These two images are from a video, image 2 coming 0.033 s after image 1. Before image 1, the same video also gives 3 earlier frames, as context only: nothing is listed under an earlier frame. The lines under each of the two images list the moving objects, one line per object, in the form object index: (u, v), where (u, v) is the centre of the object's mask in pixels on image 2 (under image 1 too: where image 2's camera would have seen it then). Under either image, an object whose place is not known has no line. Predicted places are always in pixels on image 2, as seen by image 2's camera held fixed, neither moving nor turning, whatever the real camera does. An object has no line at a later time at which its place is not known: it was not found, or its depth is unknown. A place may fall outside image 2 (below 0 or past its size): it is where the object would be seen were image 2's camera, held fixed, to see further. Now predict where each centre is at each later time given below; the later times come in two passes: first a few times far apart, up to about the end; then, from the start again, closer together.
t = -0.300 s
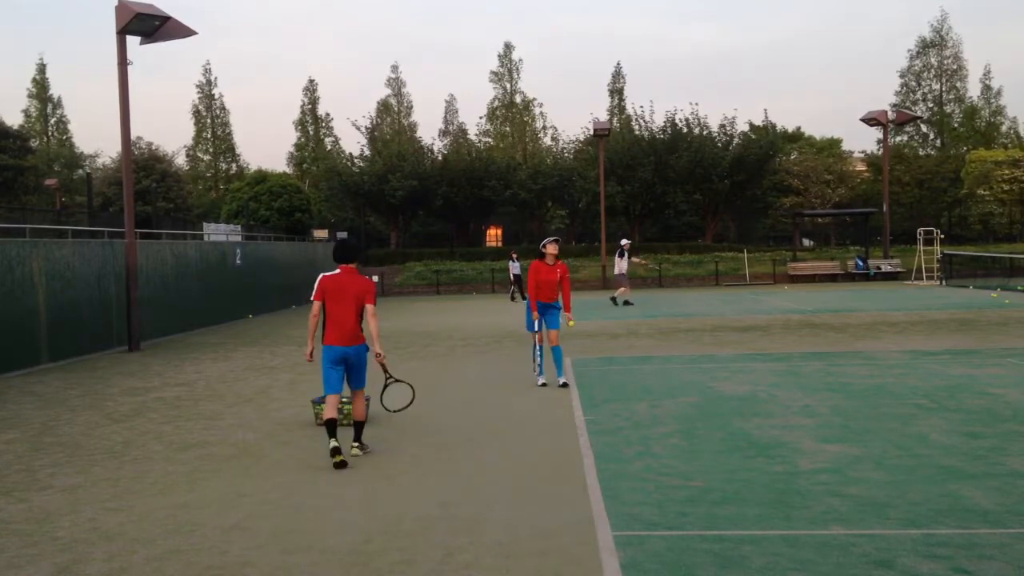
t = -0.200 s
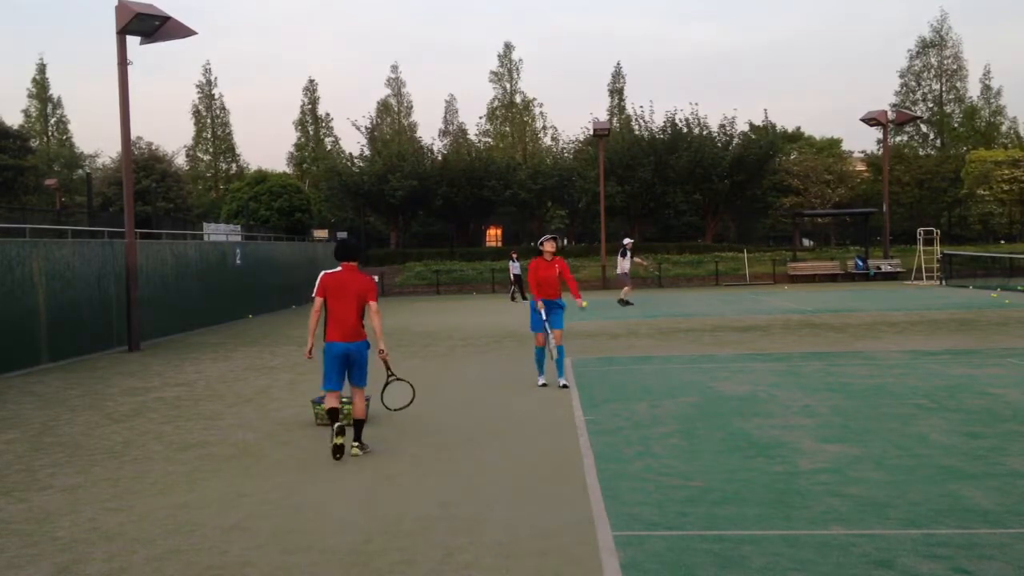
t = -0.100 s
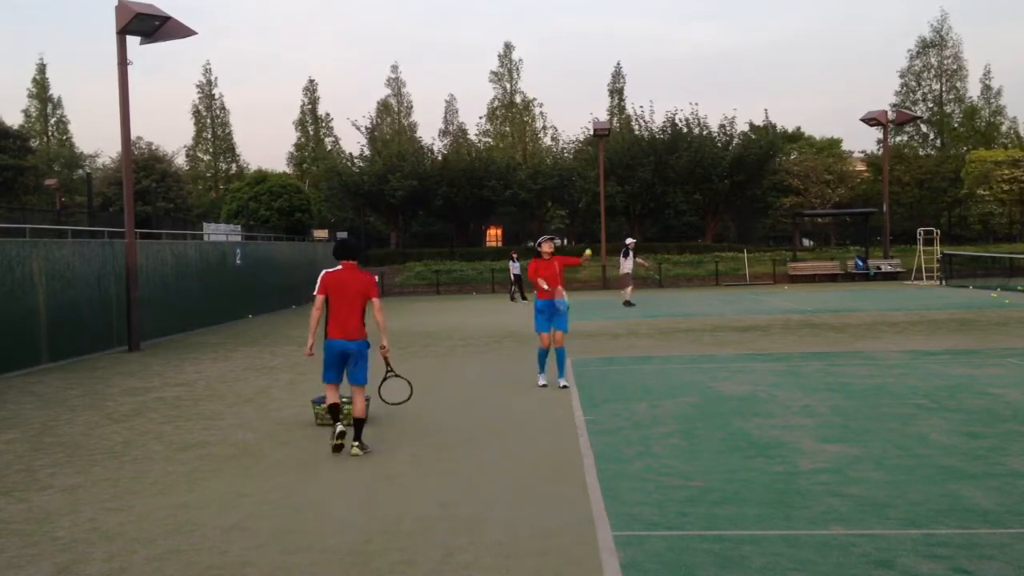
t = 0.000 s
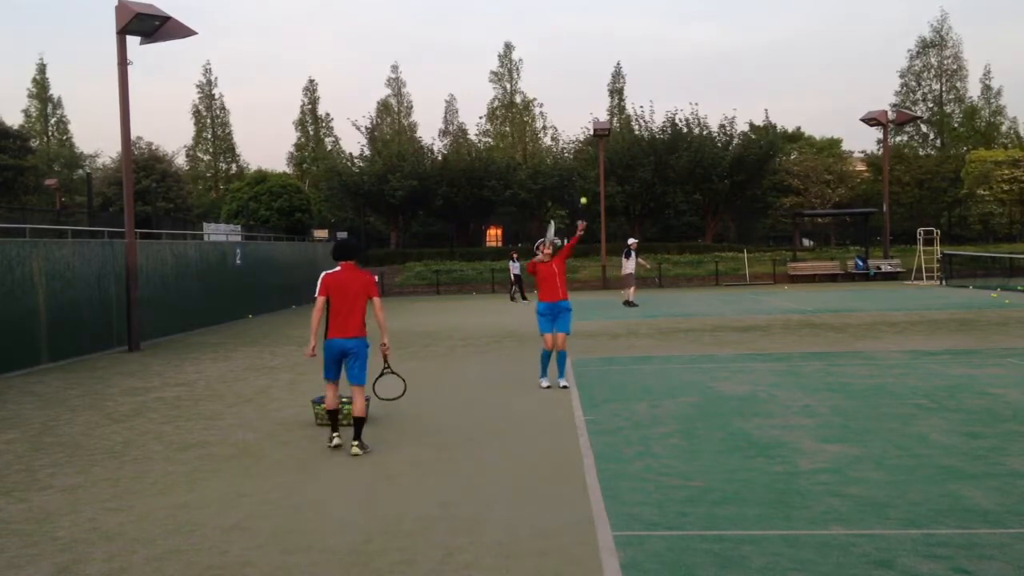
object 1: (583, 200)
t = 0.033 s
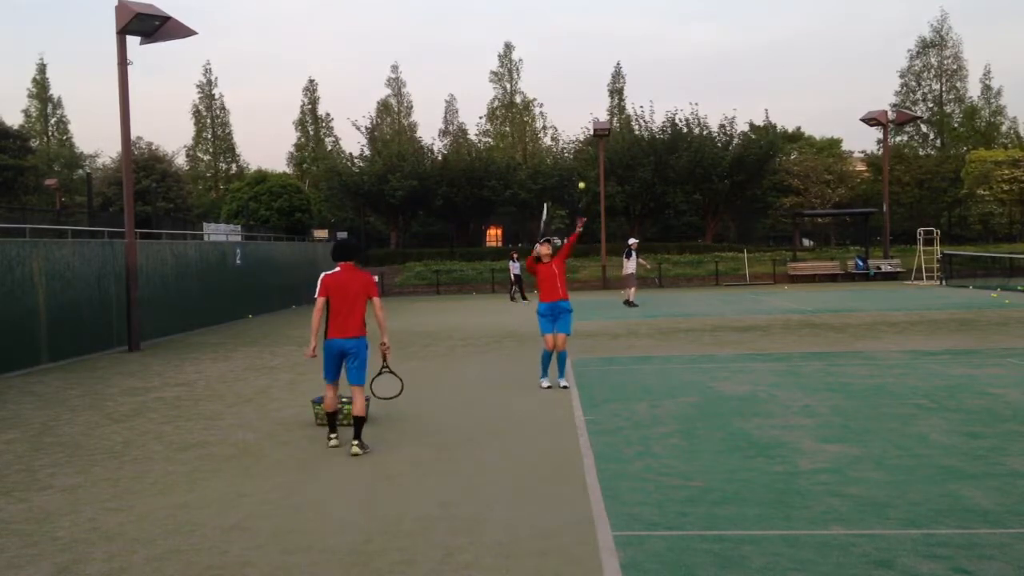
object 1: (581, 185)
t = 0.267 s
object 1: (570, 106)
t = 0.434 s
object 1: (563, 80)
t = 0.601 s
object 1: (556, 79)
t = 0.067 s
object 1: (580, 171)
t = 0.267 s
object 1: (570, 106)
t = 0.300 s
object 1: (569, 98)
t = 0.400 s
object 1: (564, 82)
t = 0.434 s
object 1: (563, 80)
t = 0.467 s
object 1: (561, 78)
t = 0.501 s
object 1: (560, 76)
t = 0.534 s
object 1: (559, 76)
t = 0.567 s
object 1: (557, 77)
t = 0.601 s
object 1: (556, 79)
